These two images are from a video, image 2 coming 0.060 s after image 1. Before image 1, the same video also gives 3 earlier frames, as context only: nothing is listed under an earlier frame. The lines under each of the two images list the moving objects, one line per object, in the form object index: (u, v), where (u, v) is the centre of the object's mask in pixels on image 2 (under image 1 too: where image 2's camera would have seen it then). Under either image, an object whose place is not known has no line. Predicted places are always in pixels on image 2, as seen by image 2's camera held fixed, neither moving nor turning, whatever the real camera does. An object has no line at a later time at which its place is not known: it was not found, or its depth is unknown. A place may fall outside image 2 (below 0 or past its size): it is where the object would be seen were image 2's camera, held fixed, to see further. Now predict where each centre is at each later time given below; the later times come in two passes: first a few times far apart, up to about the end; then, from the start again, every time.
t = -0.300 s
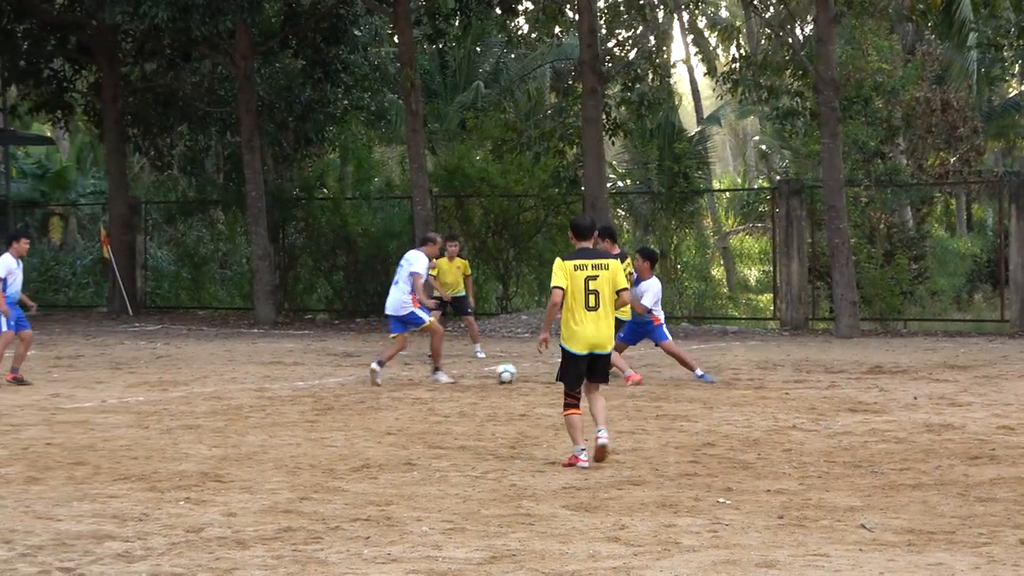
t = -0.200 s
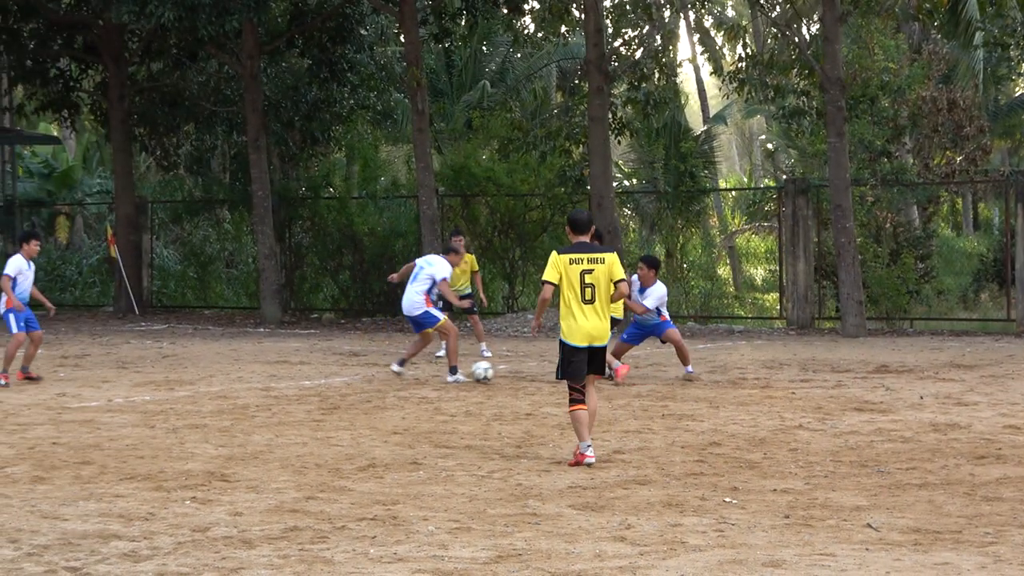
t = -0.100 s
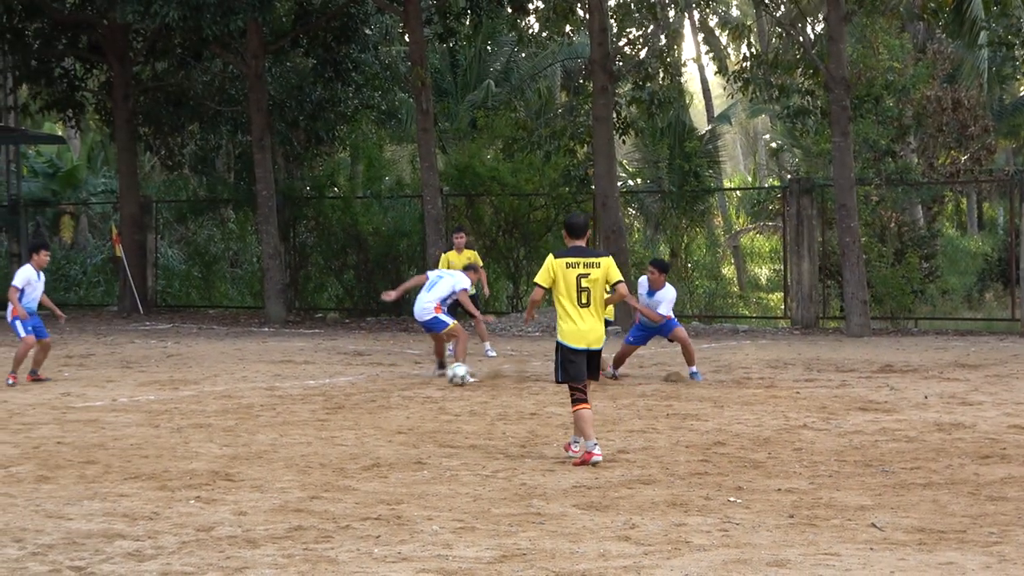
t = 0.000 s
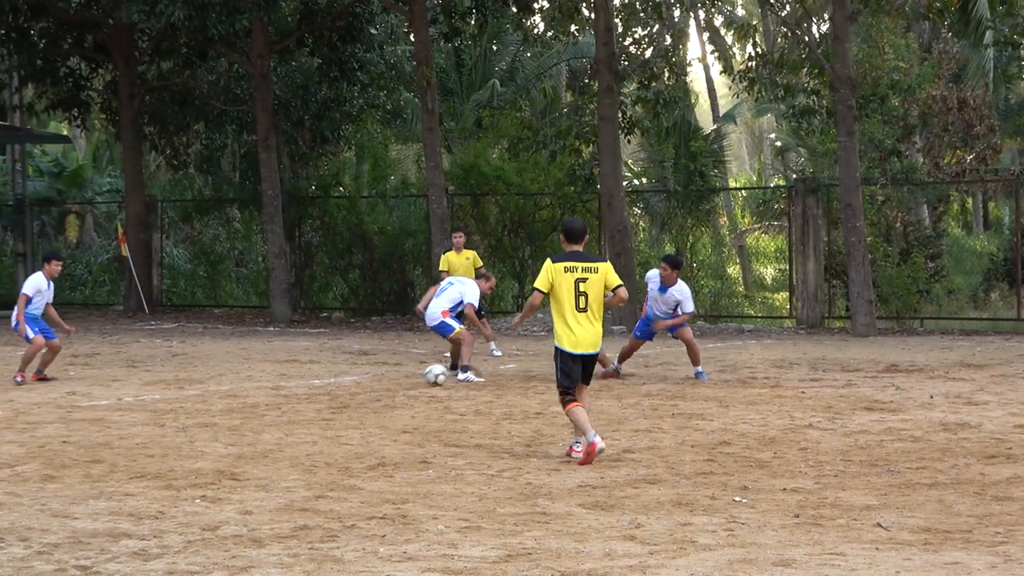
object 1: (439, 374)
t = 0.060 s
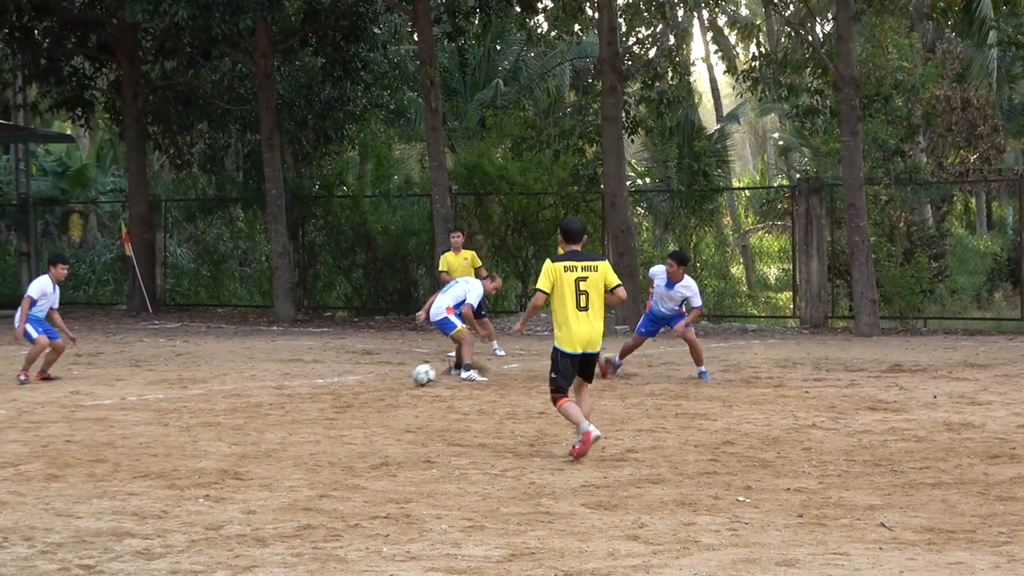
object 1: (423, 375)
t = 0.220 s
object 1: (383, 375)
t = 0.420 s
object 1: (335, 379)
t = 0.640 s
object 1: (282, 384)
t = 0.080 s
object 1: (419, 376)
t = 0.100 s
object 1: (413, 376)
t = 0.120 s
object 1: (408, 374)
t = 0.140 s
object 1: (403, 374)
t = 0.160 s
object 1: (398, 373)
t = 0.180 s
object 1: (394, 373)
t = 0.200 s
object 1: (389, 374)
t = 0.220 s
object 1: (383, 375)
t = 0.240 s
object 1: (378, 376)
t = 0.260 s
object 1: (373, 378)
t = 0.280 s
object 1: (368, 379)
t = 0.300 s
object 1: (363, 379)
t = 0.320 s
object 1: (359, 379)
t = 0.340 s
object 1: (353, 380)
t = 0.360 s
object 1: (348, 381)
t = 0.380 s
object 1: (343, 380)
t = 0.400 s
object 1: (339, 379)
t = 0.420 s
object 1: (335, 379)
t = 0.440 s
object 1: (329, 379)
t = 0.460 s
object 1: (324, 380)
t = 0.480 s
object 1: (320, 381)
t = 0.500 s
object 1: (315, 381)
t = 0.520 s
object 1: (311, 381)
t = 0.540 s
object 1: (306, 381)
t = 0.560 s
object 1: (301, 381)
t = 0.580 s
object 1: (297, 382)
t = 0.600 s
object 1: (292, 383)
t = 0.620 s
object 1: (287, 383)
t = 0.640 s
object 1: (282, 384)
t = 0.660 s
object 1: (278, 384)
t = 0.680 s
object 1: (273, 385)
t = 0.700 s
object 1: (269, 384)
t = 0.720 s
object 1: (264, 384)
